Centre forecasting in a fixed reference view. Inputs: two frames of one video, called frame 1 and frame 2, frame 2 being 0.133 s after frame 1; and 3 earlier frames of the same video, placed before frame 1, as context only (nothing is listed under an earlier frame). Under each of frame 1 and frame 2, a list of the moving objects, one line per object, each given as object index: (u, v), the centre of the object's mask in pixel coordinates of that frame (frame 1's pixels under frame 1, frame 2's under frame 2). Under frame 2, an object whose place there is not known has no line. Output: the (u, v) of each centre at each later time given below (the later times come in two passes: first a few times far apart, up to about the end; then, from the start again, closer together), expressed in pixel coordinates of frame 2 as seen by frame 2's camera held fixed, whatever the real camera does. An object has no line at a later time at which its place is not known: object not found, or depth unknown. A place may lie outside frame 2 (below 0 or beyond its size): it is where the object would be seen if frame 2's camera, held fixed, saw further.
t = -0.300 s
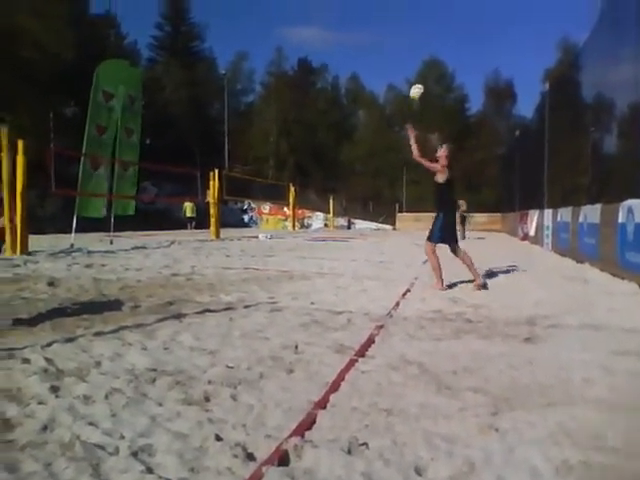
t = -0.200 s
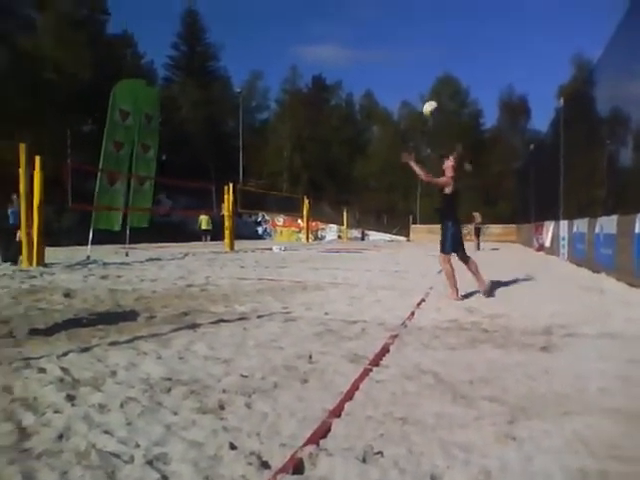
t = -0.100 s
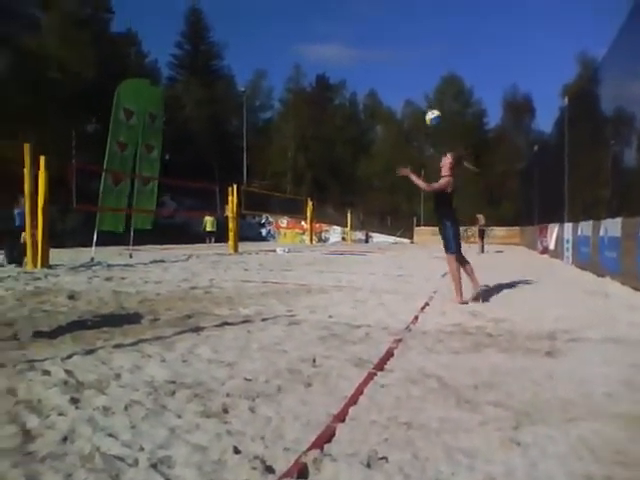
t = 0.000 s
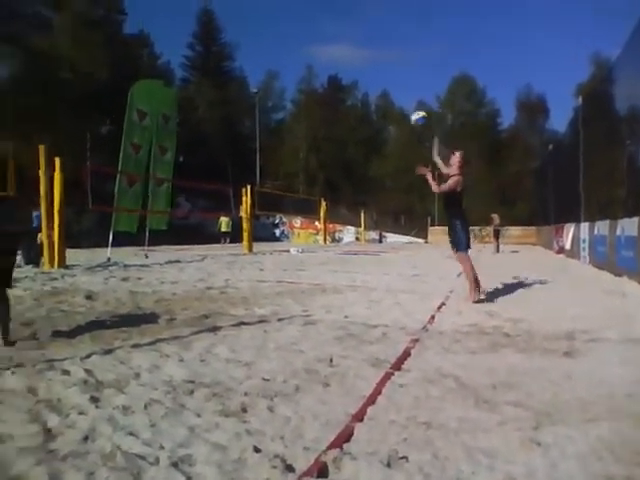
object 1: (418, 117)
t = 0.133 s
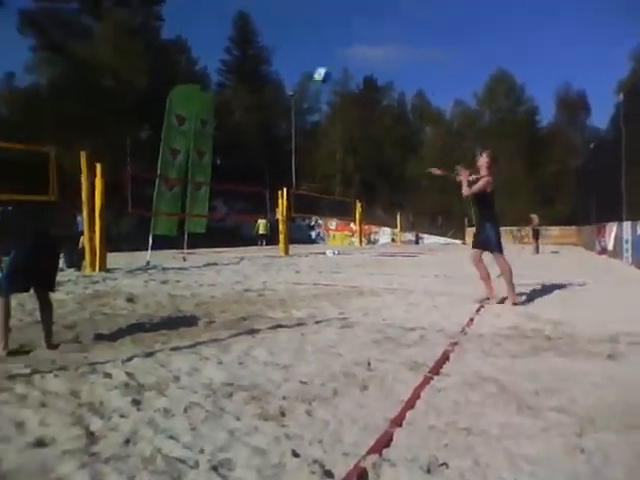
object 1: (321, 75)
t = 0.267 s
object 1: (193, 48)
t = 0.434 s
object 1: (49, 28)
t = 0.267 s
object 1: (193, 48)
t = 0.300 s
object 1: (161, 40)
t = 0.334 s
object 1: (133, 35)
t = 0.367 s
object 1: (105, 33)
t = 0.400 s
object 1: (77, 29)
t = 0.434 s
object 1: (49, 28)
